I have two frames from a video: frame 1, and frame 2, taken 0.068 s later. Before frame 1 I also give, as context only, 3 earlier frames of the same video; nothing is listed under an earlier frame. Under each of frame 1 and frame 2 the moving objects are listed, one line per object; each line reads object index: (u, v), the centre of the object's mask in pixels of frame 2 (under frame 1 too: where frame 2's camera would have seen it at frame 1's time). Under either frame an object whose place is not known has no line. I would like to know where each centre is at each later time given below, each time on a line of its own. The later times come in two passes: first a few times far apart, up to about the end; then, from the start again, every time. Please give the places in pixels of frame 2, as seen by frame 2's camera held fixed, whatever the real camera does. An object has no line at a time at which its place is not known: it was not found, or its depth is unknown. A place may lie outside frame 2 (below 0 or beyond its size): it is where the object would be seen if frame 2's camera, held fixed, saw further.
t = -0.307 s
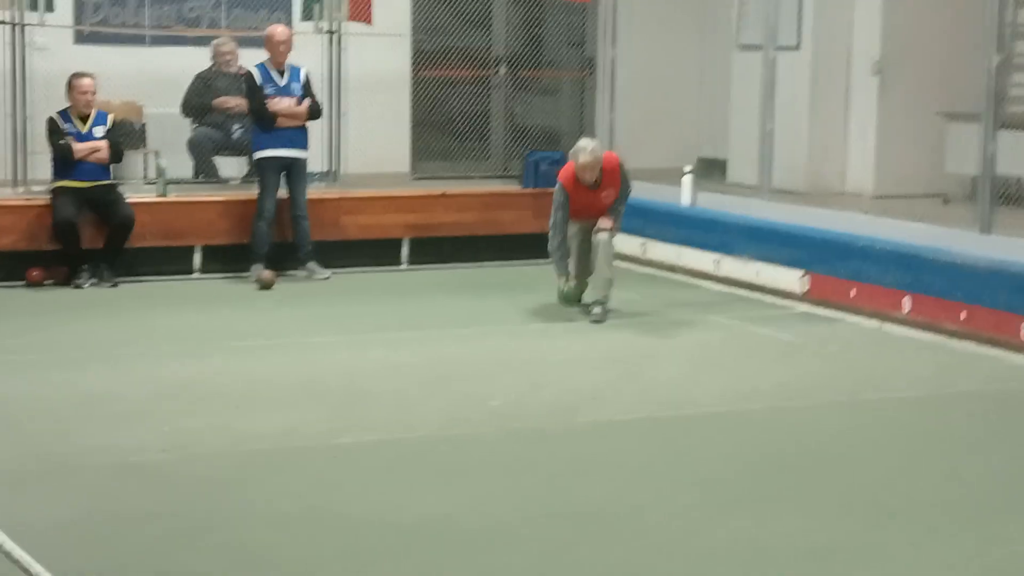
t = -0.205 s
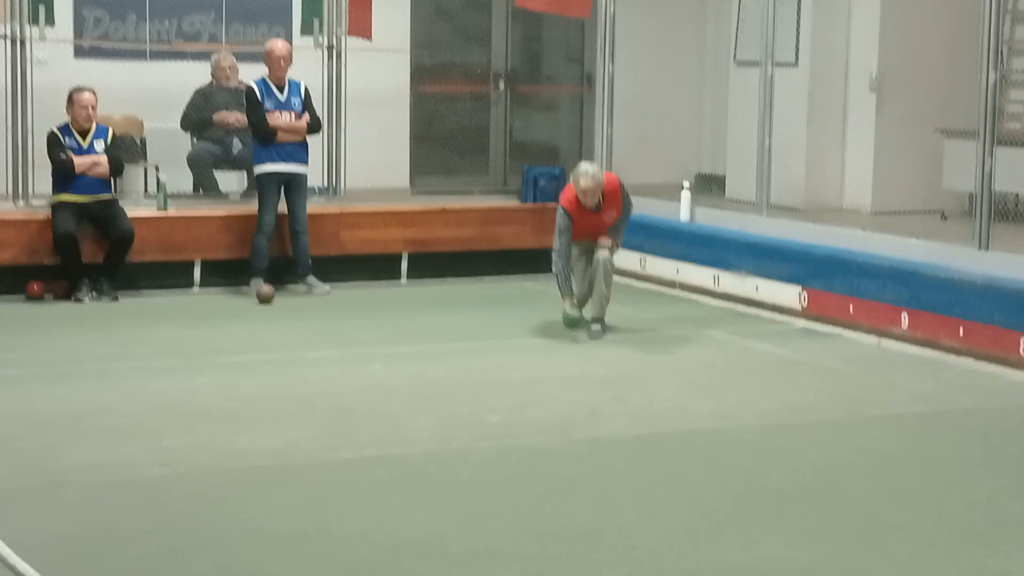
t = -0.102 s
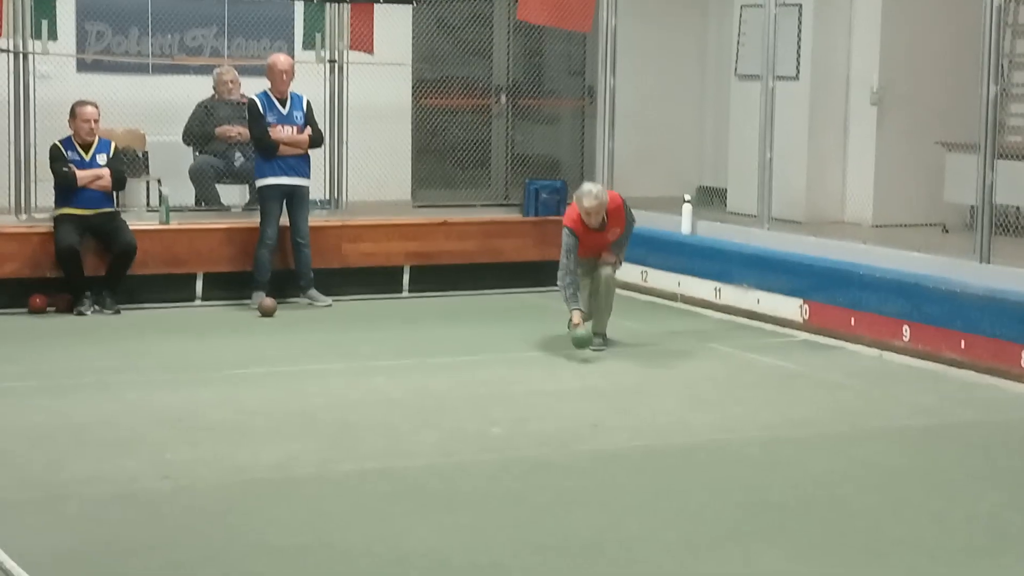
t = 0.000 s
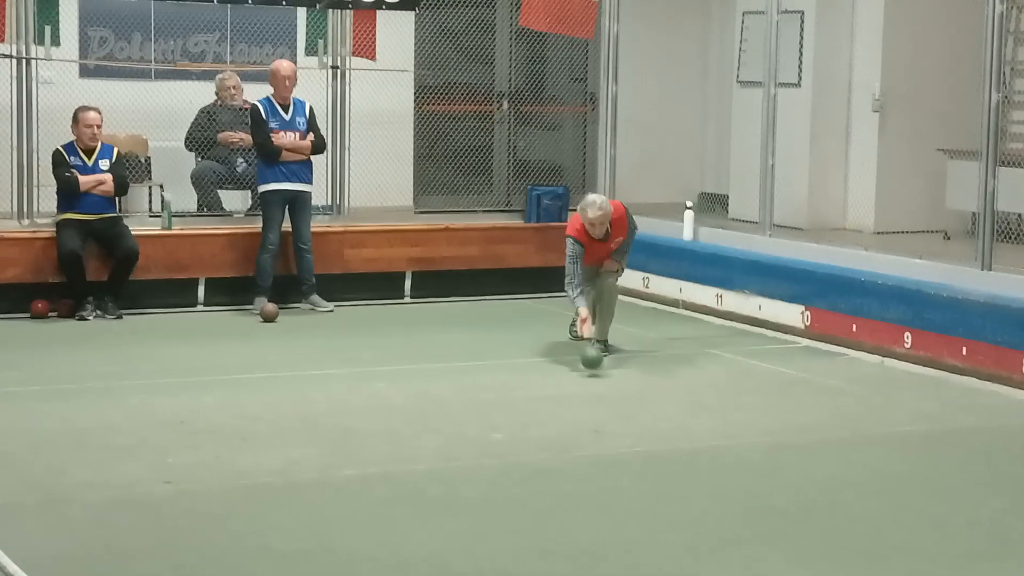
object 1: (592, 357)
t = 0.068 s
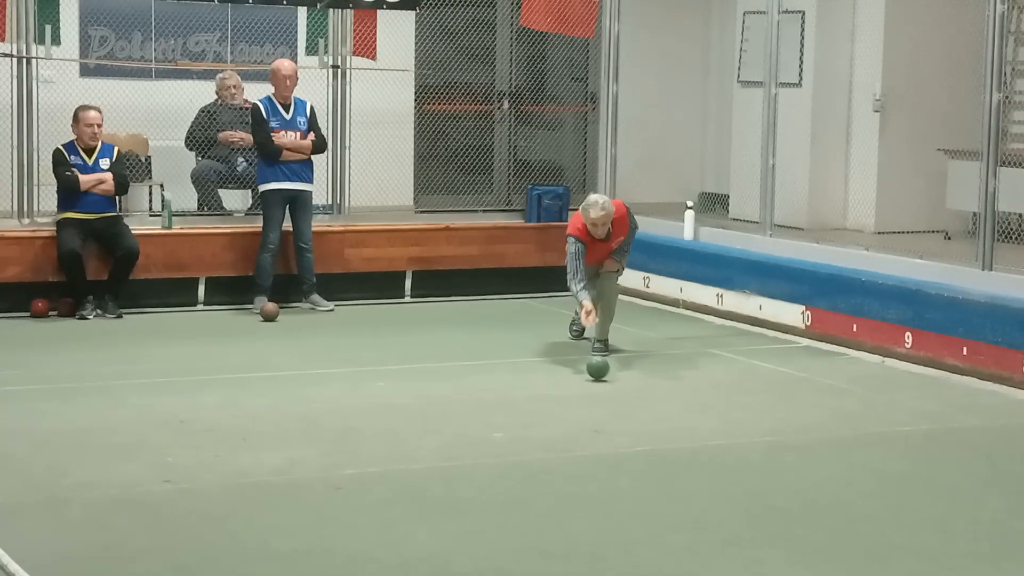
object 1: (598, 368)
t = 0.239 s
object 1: (610, 382)
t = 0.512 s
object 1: (635, 406)
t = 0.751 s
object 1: (656, 427)
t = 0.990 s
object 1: (679, 452)
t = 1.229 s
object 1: (704, 477)
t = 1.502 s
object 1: (738, 510)
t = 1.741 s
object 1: (771, 535)
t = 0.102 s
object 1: (600, 370)
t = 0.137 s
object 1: (602, 374)
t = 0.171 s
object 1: (605, 376)
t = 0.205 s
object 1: (608, 379)
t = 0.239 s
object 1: (610, 382)
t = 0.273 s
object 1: (615, 387)
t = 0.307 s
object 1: (618, 389)
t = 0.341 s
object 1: (621, 392)
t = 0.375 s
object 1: (624, 394)
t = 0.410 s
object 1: (627, 397)
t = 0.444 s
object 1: (629, 400)
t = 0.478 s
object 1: (632, 403)
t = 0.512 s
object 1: (635, 406)
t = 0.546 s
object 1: (638, 409)
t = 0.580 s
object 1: (641, 412)
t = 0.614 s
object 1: (644, 415)
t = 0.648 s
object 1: (646, 418)
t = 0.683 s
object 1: (649, 421)
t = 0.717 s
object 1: (653, 425)
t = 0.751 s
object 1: (656, 427)
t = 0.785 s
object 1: (659, 431)
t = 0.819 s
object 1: (663, 435)
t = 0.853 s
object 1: (666, 438)
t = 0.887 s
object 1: (669, 442)
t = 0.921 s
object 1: (673, 445)
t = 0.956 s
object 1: (676, 449)
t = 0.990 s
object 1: (679, 452)
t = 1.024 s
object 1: (682, 455)
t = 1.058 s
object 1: (686, 458)
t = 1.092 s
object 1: (690, 462)
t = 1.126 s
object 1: (693, 466)
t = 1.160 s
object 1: (697, 469)
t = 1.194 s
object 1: (701, 474)
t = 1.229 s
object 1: (704, 477)
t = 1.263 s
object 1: (709, 481)
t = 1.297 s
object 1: (713, 485)
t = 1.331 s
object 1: (717, 489)
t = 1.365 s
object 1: (721, 493)
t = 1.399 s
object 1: (725, 496)
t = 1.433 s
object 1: (729, 501)
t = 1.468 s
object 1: (734, 506)
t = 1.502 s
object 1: (738, 510)
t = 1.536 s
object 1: (742, 514)
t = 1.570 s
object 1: (747, 519)
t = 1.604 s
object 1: (751, 523)
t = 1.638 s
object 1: (756, 527)
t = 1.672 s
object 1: (760, 530)
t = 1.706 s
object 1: (765, 533)
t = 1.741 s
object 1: (771, 535)
